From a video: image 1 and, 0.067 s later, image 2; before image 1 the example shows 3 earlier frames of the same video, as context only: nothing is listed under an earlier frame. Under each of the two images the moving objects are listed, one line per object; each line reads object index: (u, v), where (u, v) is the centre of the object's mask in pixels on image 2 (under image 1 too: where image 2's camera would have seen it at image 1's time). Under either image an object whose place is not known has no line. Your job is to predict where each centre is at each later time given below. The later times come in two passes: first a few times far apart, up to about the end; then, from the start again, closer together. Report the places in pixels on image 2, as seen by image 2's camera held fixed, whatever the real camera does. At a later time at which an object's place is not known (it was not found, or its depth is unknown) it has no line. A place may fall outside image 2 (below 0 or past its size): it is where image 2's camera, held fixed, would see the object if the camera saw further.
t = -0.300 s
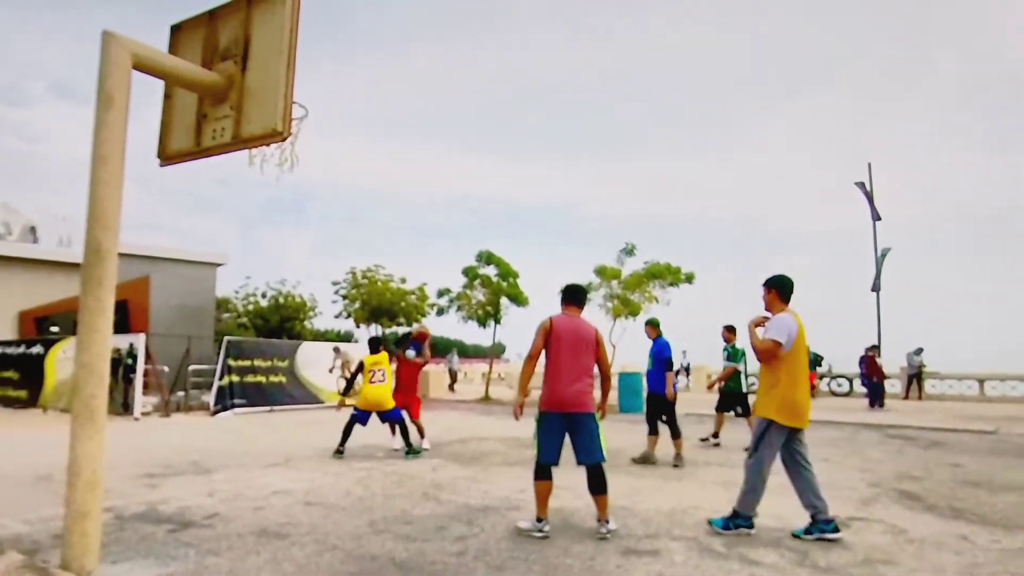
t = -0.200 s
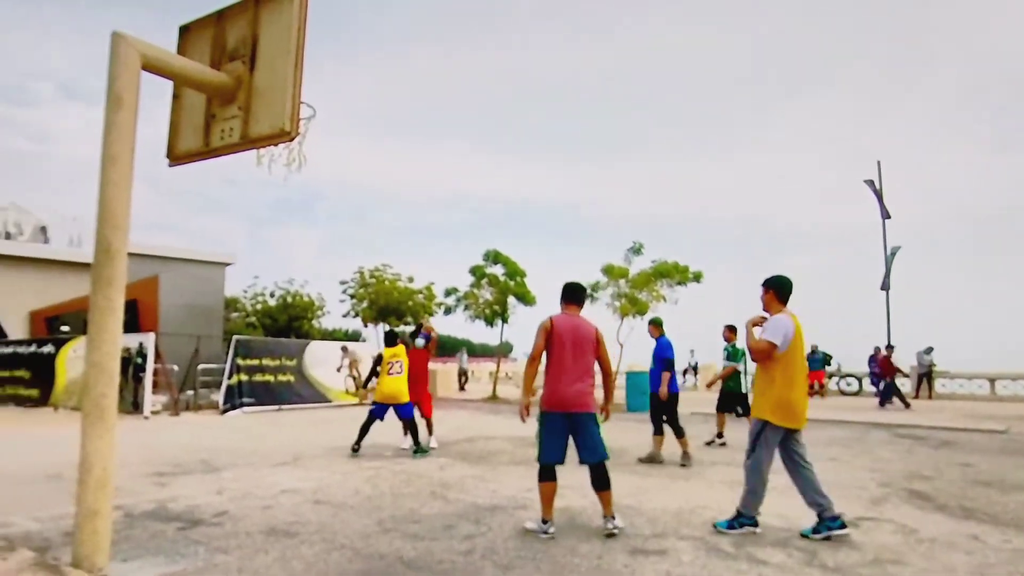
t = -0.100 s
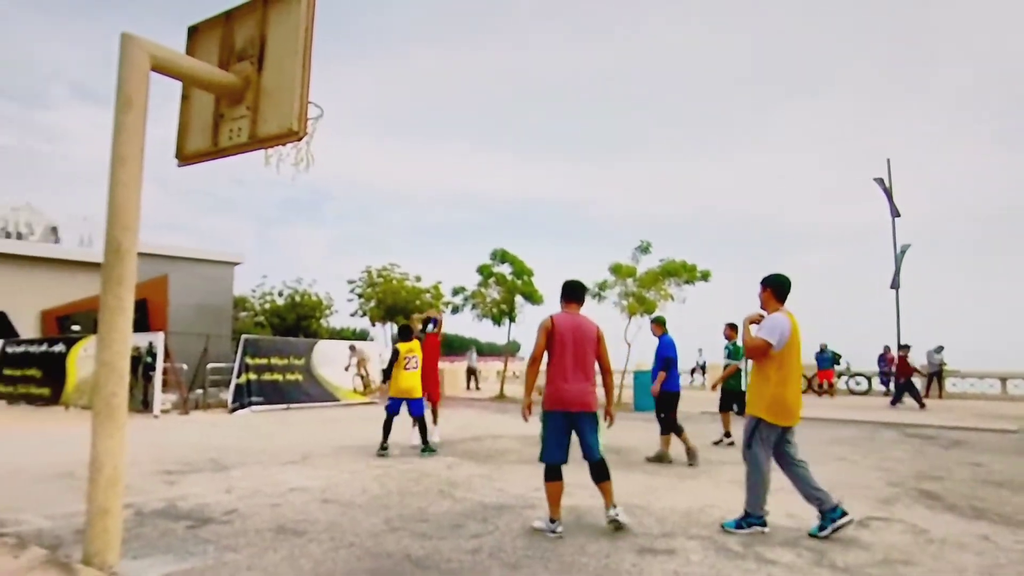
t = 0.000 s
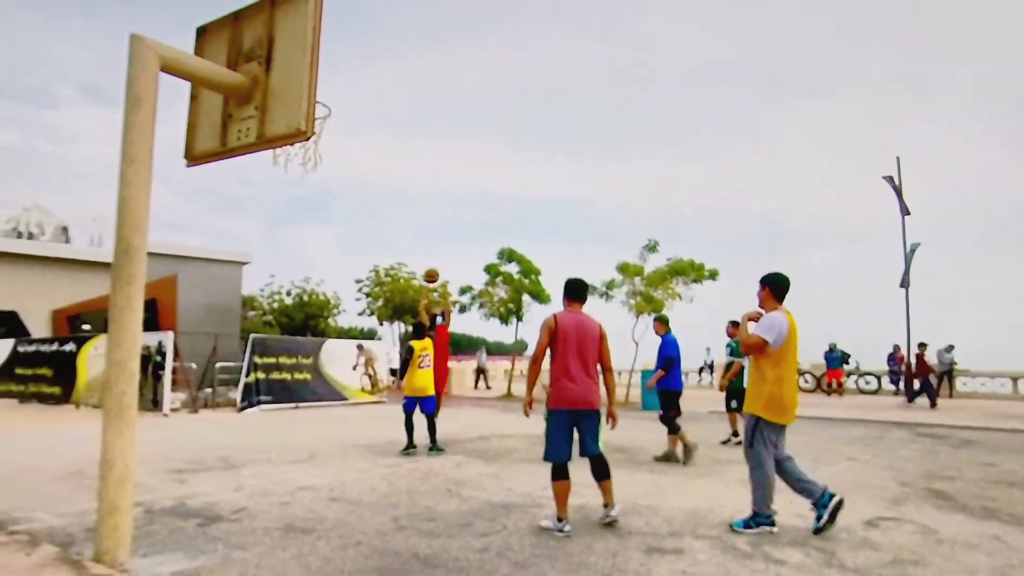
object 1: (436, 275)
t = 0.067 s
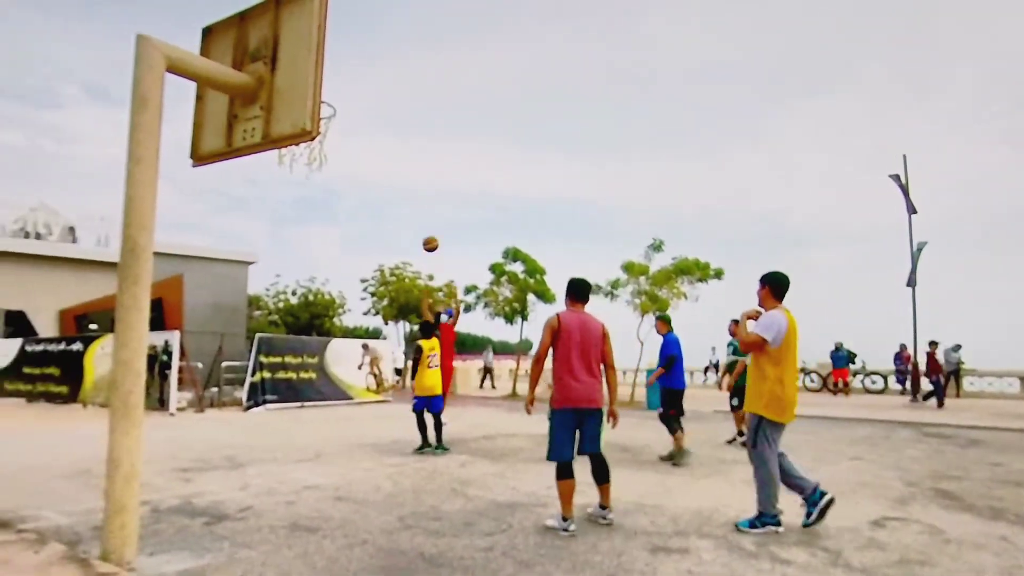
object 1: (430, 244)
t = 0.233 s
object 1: (412, 174)
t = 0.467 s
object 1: (385, 96)
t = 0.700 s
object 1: (349, 47)
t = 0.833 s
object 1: (330, 38)
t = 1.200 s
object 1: (326, 130)
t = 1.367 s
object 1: (347, 175)
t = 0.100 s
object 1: (426, 229)
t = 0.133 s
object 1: (423, 215)
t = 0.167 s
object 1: (420, 201)
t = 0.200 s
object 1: (416, 187)
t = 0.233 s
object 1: (412, 174)
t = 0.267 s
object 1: (409, 162)
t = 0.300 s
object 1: (405, 149)
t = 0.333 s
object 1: (401, 138)
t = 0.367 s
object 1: (397, 127)
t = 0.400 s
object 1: (393, 116)
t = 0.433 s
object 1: (389, 106)
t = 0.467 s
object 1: (385, 96)
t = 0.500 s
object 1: (381, 87)
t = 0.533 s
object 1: (376, 78)
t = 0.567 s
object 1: (371, 71)
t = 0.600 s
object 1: (366, 64)
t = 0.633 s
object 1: (361, 57)
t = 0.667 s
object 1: (355, 51)
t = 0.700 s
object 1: (349, 47)
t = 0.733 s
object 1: (343, 42)
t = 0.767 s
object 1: (337, 40)
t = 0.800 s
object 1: (333, 38)
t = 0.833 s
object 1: (330, 38)
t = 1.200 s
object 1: (326, 130)
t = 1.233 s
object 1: (329, 141)
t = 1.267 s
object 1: (333, 146)
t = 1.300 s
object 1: (338, 155)
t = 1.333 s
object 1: (344, 164)
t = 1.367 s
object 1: (347, 175)
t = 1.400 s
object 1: (351, 187)
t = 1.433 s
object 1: (354, 201)
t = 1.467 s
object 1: (359, 215)
